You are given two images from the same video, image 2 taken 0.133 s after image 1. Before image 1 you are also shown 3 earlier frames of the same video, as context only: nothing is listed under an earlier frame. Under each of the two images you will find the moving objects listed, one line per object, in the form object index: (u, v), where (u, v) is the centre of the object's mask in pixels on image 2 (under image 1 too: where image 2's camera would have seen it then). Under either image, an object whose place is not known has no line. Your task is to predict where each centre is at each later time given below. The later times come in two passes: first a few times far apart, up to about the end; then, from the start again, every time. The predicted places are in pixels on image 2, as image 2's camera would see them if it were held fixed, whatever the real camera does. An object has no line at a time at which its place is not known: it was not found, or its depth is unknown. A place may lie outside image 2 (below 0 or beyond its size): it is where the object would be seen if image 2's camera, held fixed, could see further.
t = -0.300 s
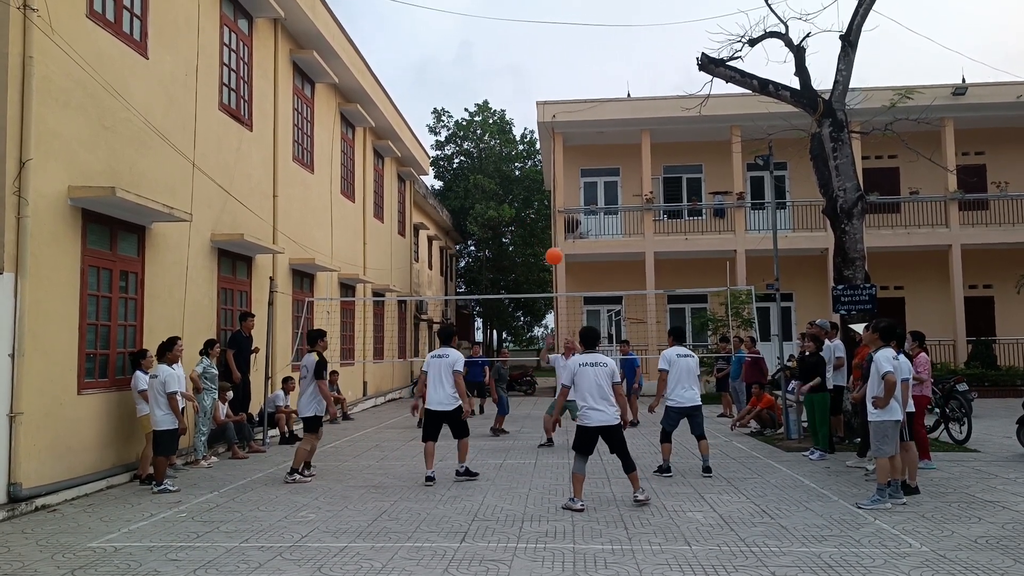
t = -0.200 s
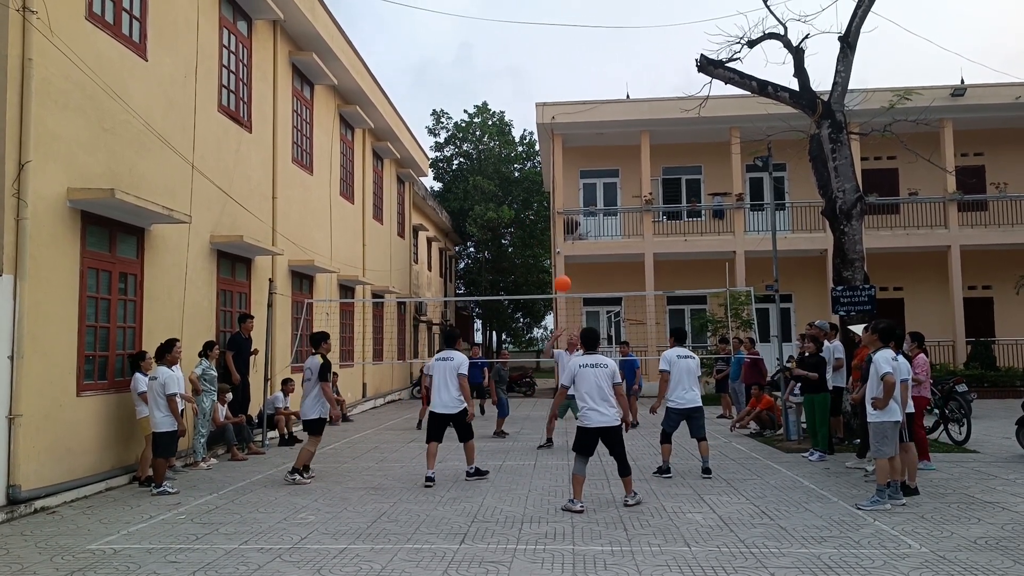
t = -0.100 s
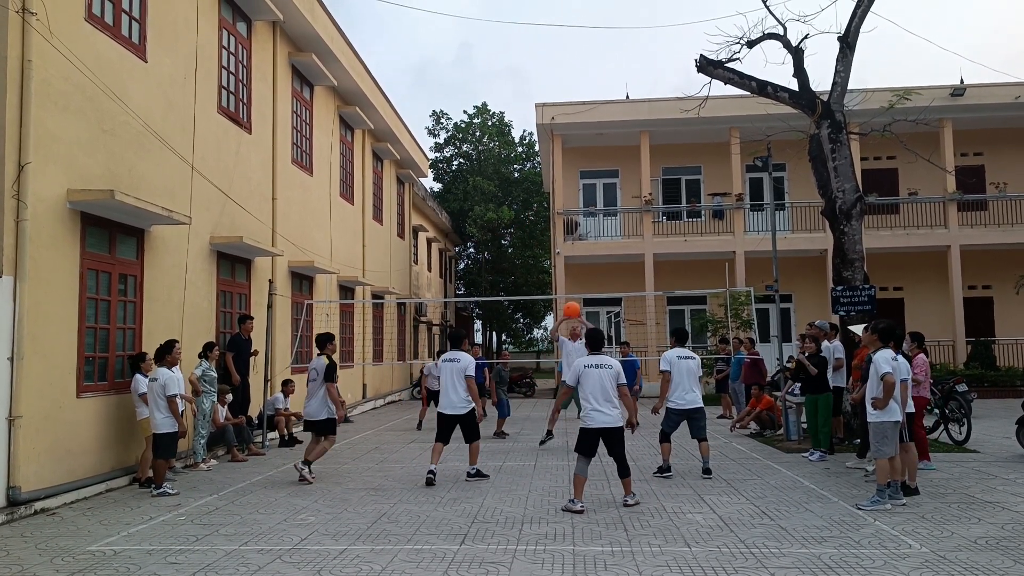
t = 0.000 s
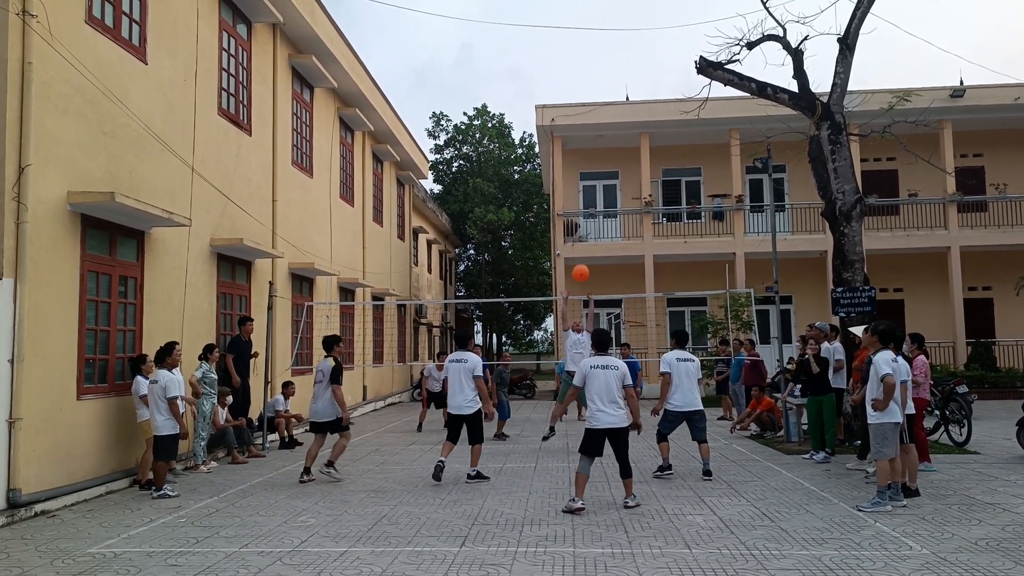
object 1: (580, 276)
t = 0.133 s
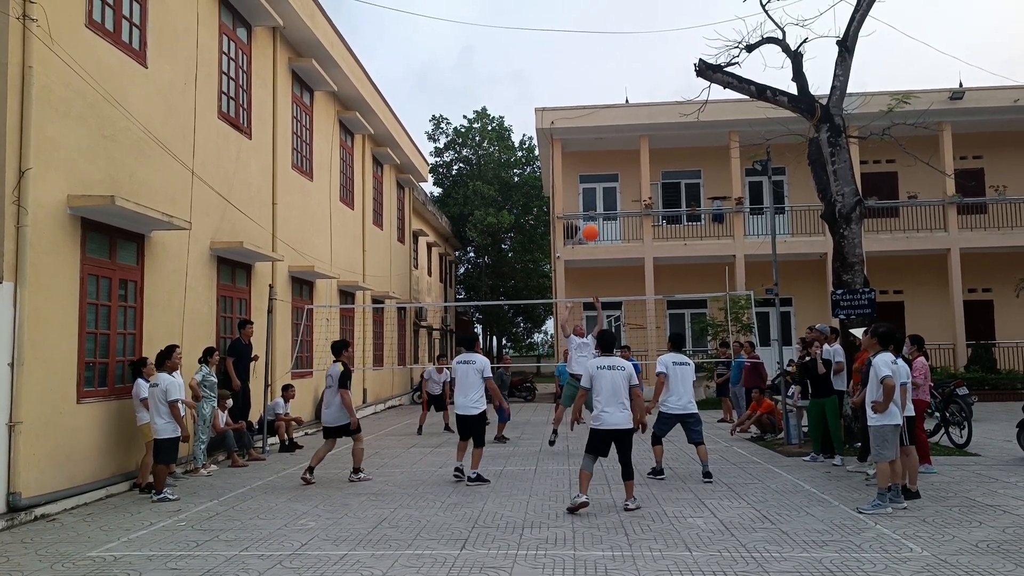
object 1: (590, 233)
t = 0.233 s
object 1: (598, 208)
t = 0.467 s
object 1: (615, 176)
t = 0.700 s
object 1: (633, 181)
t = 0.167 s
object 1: (593, 223)
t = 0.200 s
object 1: (595, 216)
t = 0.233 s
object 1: (598, 208)
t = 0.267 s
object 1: (600, 201)
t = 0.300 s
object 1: (603, 195)
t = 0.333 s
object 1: (605, 190)
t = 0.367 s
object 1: (608, 185)
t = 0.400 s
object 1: (610, 181)
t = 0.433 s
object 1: (613, 178)
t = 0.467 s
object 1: (615, 176)
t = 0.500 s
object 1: (618, 174)
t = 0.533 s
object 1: (620, 174)
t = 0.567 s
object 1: (623, 174)
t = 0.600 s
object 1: (625, 174)
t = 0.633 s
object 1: (628, 176)
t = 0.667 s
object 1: (630, 178)
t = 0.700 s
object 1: (633, 181)
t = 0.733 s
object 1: (636, 185)
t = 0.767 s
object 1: (638, 190)
